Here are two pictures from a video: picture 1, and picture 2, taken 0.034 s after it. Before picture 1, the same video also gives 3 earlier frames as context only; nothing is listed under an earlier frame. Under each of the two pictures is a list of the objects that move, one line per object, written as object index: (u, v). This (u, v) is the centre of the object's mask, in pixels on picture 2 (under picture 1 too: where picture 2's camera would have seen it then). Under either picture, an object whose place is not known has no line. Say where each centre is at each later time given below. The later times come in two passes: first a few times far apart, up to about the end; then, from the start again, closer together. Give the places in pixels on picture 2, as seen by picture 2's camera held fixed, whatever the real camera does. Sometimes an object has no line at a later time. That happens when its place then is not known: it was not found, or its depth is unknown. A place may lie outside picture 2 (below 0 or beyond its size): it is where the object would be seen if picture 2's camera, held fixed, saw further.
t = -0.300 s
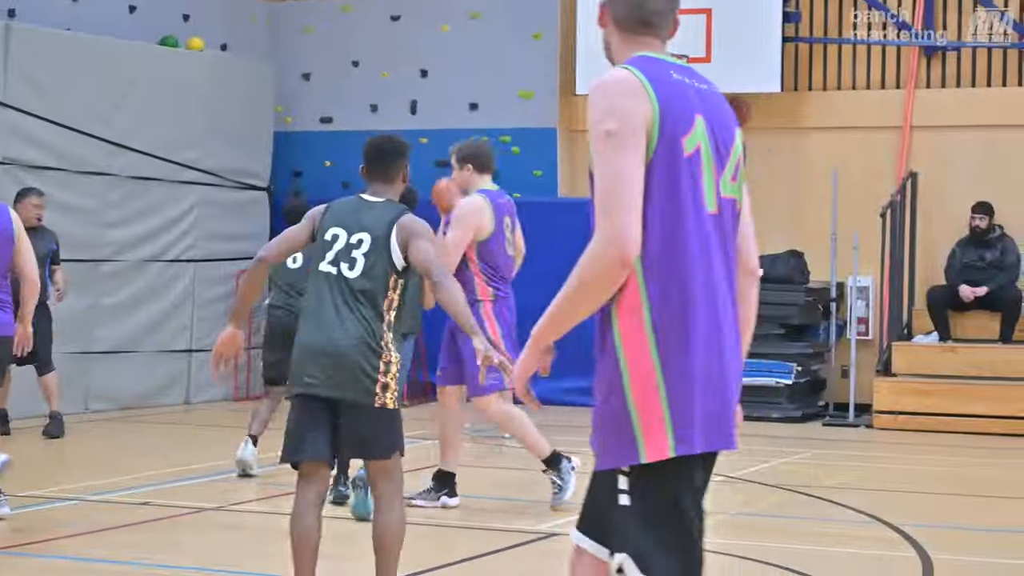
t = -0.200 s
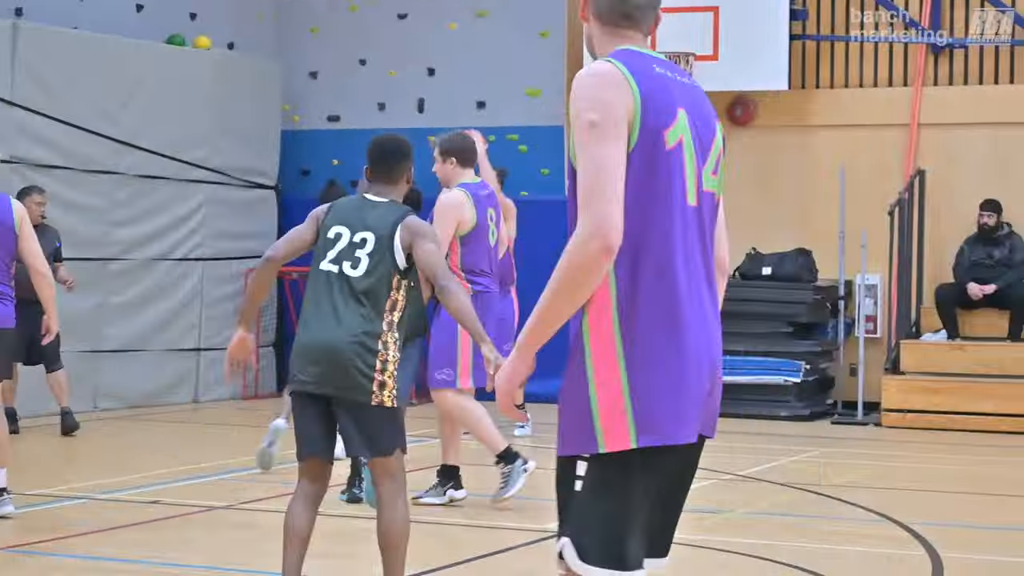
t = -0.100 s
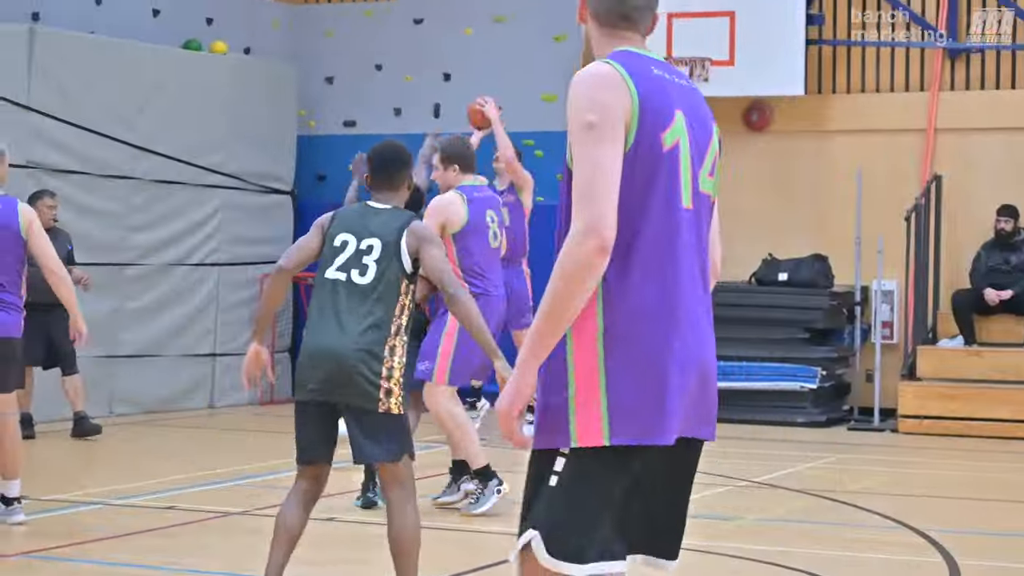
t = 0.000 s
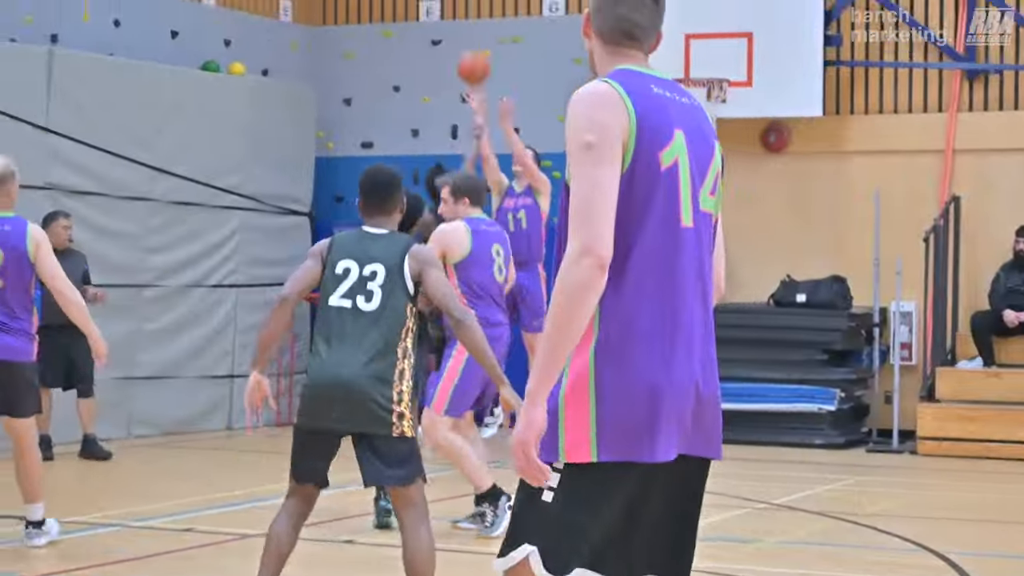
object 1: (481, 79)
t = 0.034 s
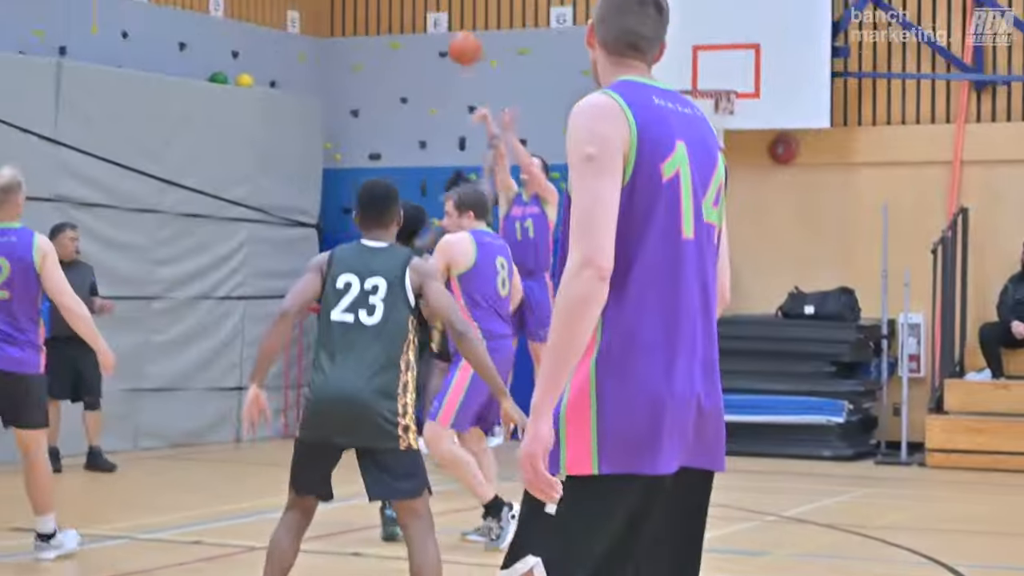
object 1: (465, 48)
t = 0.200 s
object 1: (381, -95)
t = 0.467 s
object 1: (235, -267)
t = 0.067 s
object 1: (449, 17)
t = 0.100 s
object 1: (433, -12)
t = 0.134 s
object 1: (417, -40)
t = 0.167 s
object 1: (401, -68)
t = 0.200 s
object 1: (381, -95)
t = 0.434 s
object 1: (256, -251)
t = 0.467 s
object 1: (235, -267)
